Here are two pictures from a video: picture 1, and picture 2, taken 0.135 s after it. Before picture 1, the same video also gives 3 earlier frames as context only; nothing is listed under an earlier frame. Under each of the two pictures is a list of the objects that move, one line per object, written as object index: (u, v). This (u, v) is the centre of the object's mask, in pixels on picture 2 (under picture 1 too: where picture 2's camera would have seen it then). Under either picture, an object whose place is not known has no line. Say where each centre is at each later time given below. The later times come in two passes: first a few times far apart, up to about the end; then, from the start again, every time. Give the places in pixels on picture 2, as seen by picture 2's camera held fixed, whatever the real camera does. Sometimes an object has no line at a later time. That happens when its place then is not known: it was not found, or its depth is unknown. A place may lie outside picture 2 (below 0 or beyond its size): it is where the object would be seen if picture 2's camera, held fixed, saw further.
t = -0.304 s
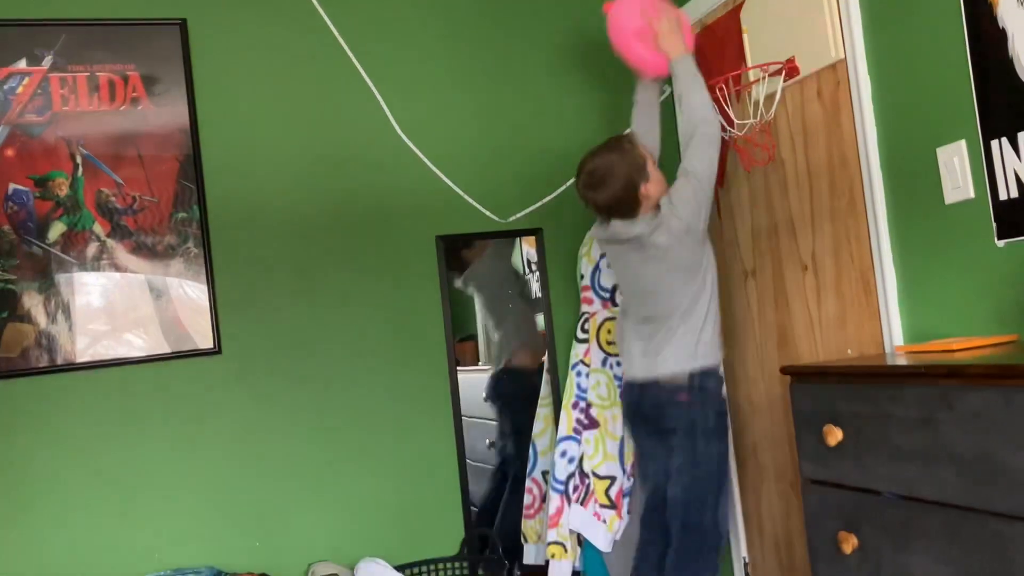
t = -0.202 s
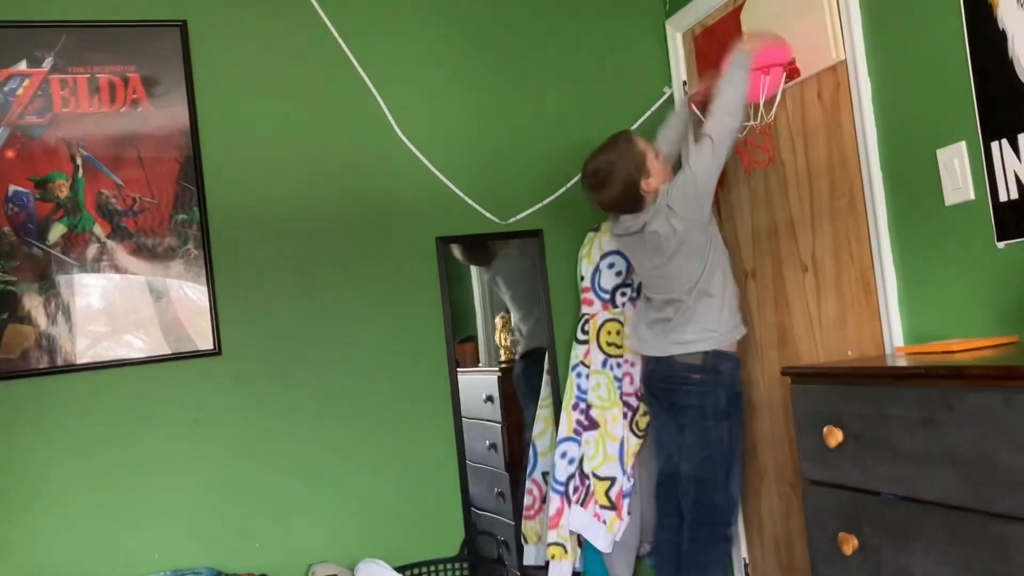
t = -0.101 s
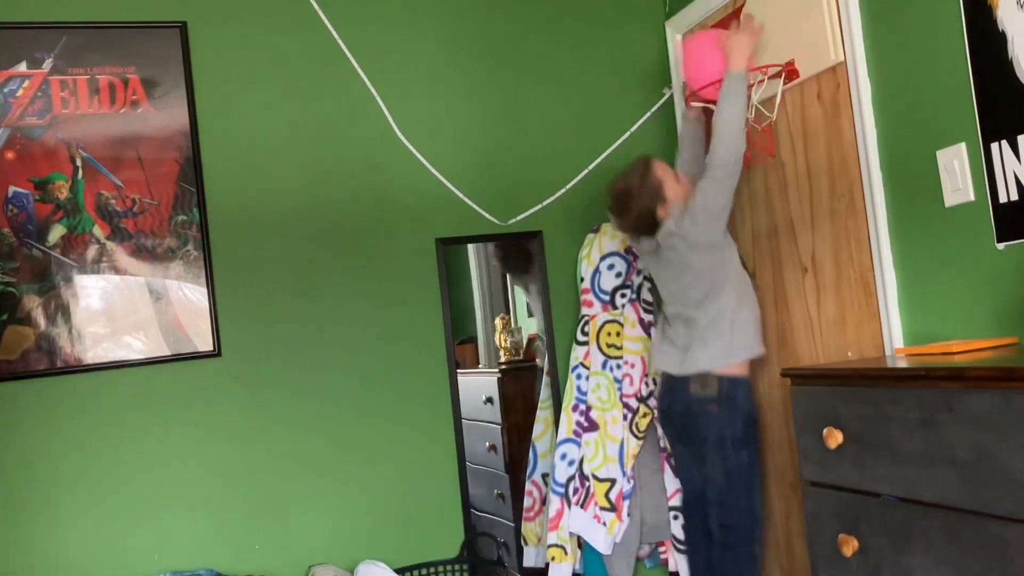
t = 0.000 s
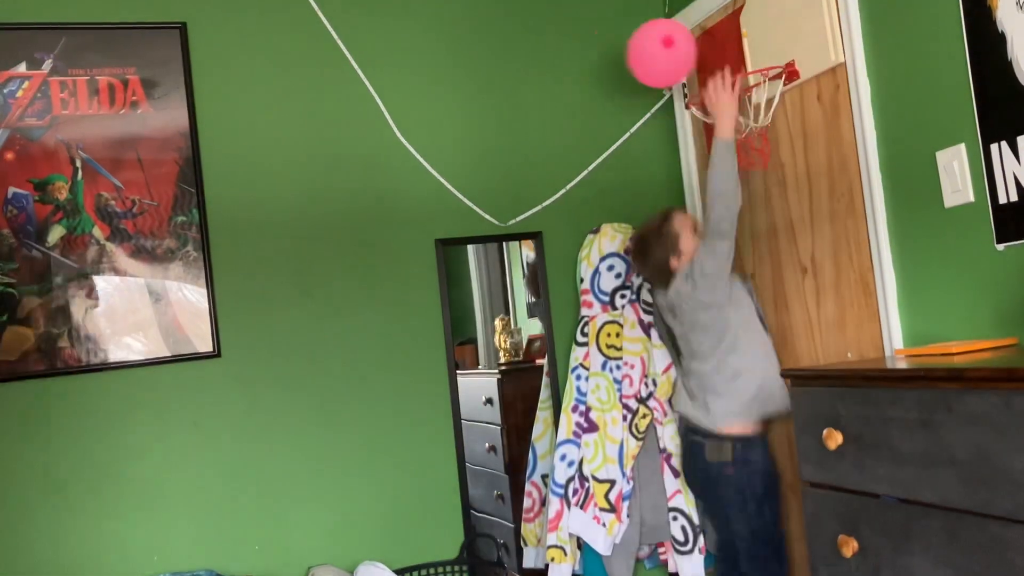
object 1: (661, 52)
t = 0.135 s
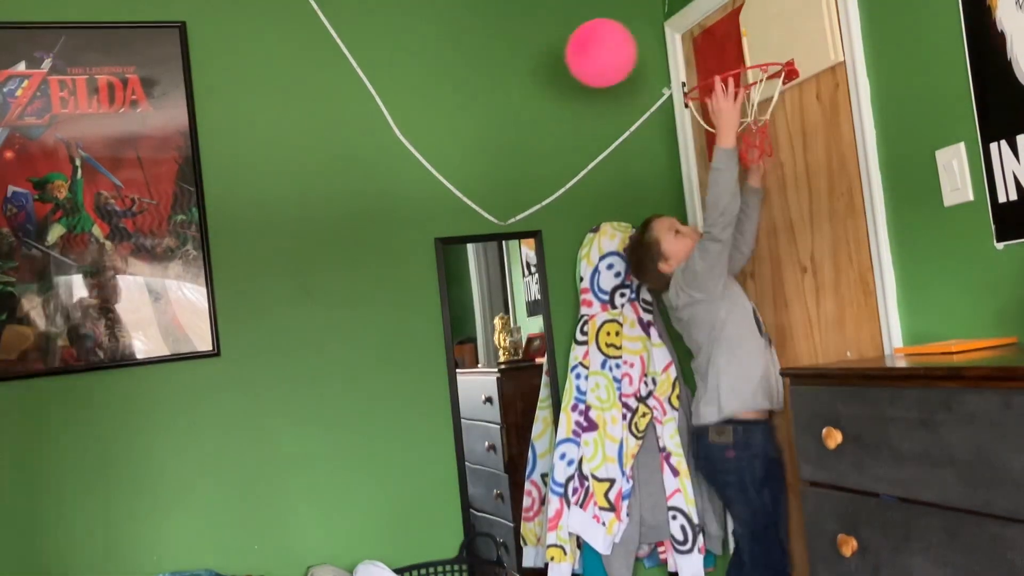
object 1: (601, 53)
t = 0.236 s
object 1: (566, 71)
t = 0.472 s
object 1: (508, 153)
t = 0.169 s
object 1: (589, 57)
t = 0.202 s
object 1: (578, 64)
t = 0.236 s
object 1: (566, 71)
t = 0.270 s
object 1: (554, 79)
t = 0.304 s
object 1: (545, 89)
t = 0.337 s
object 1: (537, 100)
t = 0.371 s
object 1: (527, 112)
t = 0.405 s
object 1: (519, 124)
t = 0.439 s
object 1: (513, 138)
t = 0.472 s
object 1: (508, 153)
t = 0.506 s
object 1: (501, 168)
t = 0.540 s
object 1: (496, 185)
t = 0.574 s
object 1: (493, 202)
